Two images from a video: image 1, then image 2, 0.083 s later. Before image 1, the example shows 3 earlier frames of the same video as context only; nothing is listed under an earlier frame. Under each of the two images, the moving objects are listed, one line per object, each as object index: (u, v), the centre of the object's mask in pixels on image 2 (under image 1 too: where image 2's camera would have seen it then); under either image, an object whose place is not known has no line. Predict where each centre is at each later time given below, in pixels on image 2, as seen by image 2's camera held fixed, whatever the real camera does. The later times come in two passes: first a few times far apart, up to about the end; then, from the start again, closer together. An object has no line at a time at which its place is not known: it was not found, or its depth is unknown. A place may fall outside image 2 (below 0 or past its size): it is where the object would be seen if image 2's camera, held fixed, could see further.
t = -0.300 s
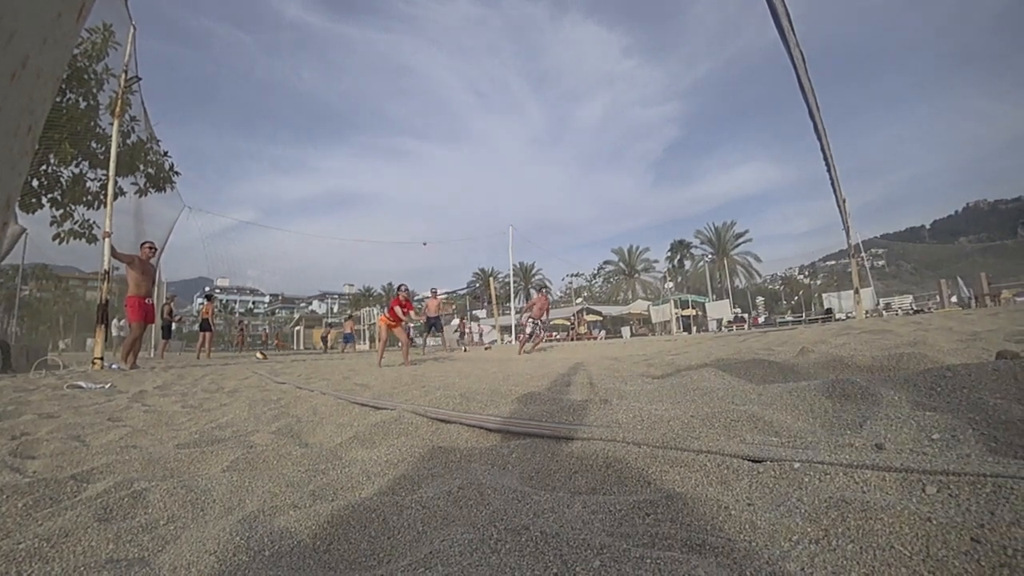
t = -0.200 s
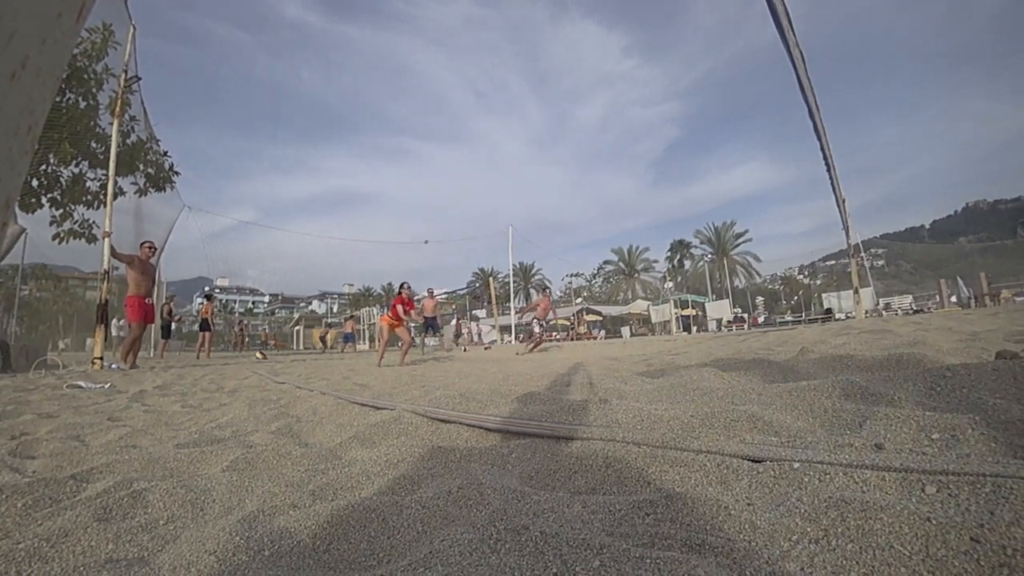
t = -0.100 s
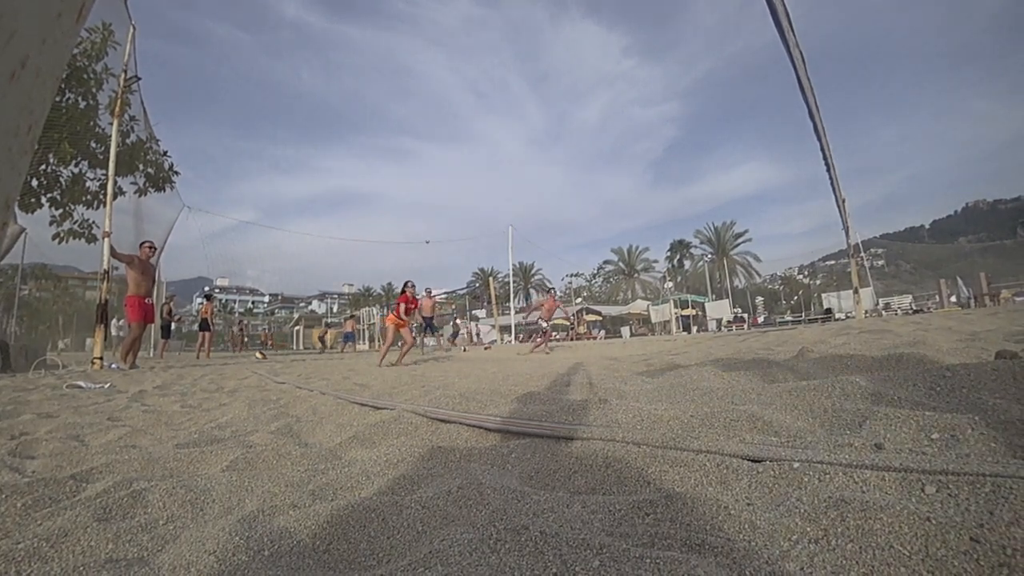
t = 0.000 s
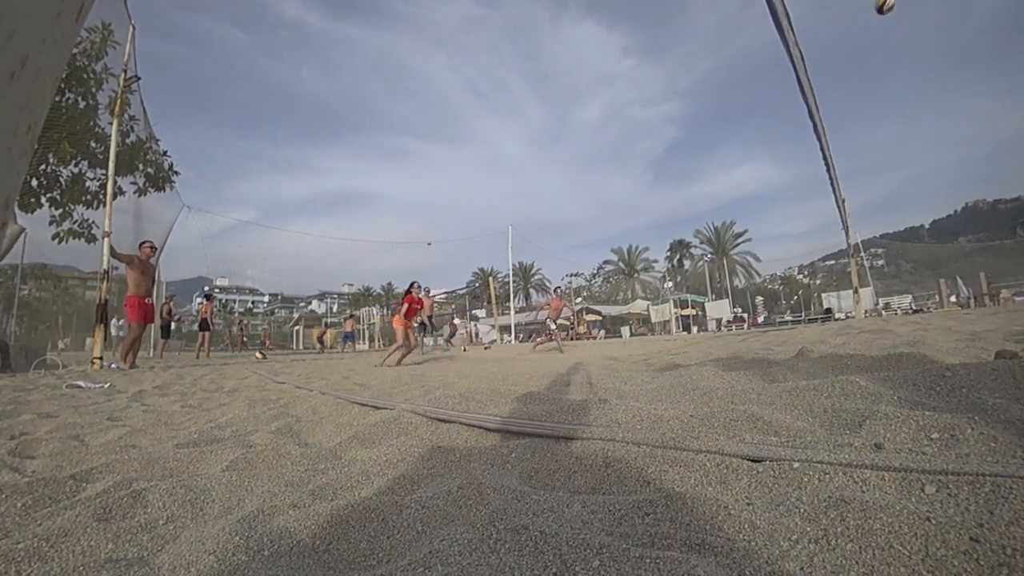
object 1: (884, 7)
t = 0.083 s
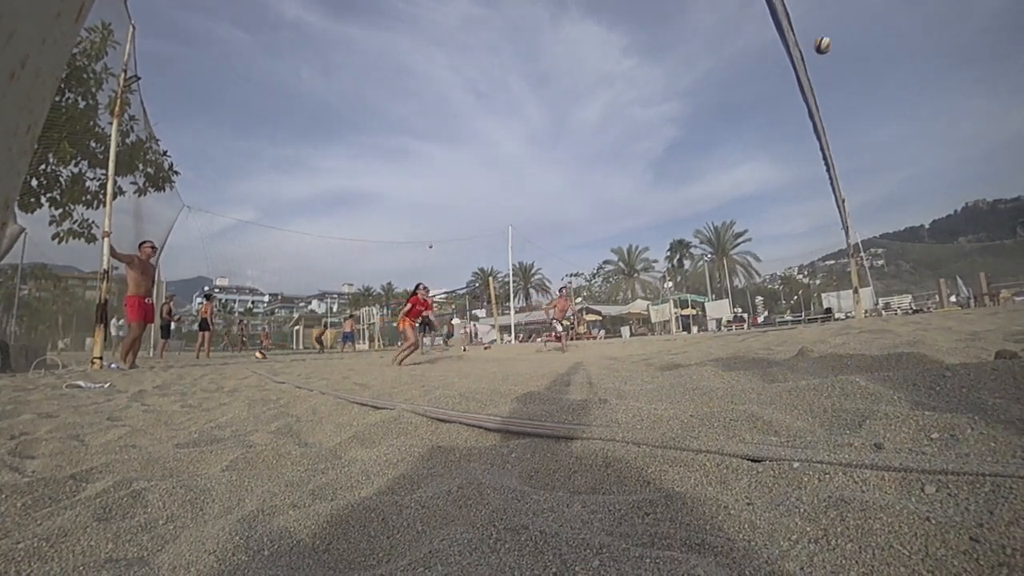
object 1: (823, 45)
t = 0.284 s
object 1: (720, 129)
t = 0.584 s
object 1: (630, 240)
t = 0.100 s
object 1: (813, 53)
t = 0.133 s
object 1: (789, 70)
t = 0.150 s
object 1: (783, 74)
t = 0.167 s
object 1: (773, 82)
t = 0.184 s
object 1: (765, 88)
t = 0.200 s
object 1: (757, 96)
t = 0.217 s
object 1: (749, 103)
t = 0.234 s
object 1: (741, 109)
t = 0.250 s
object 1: (734, 116)
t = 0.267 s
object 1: (727, 122)
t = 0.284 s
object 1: (720, 129)
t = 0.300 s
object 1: (713, 136)
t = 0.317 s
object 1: (707, 142)
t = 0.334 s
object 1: (701, 149)
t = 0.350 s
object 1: (695, 155)
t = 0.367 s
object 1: (690, 161)
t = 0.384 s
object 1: (684, 167)
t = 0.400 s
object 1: (679, 174)
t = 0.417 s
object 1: (674, 180)
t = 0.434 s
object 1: (669, 186)
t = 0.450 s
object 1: (664, 192)
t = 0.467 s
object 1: (659, 198)
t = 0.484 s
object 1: (655, 205)
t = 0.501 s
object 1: (650, 210)
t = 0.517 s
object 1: (646, 216)
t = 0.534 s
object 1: (642, 222)
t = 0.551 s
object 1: (638, 228)
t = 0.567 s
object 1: (633, 234)
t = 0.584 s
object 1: (630, 240)
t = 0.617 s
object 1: (623, 250)
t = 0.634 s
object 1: (620, 255)
